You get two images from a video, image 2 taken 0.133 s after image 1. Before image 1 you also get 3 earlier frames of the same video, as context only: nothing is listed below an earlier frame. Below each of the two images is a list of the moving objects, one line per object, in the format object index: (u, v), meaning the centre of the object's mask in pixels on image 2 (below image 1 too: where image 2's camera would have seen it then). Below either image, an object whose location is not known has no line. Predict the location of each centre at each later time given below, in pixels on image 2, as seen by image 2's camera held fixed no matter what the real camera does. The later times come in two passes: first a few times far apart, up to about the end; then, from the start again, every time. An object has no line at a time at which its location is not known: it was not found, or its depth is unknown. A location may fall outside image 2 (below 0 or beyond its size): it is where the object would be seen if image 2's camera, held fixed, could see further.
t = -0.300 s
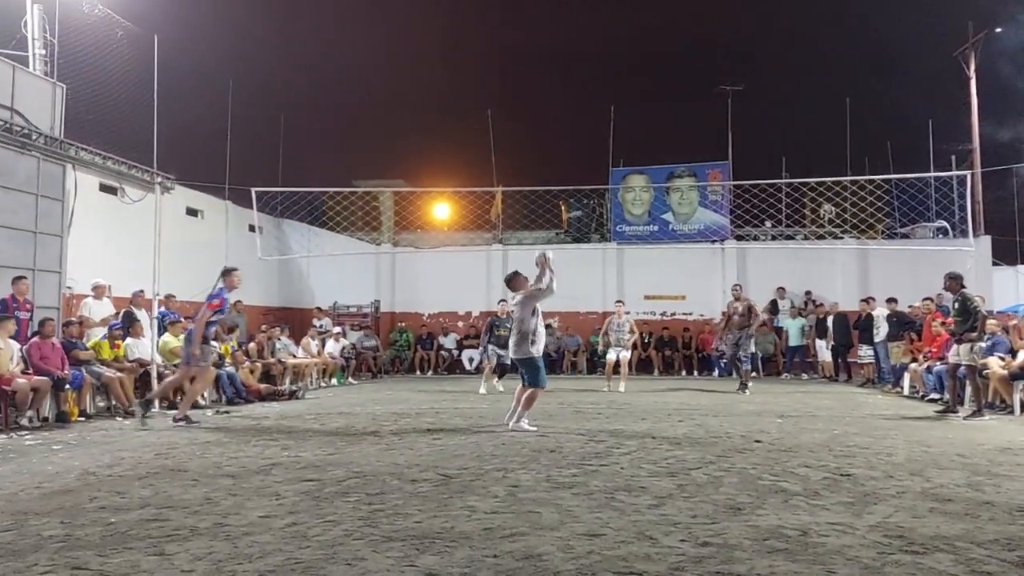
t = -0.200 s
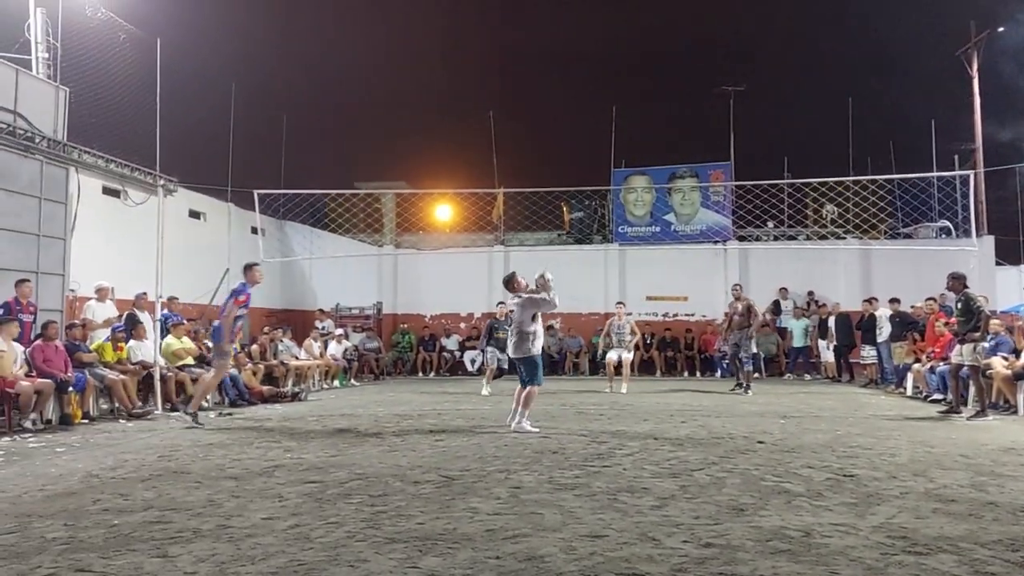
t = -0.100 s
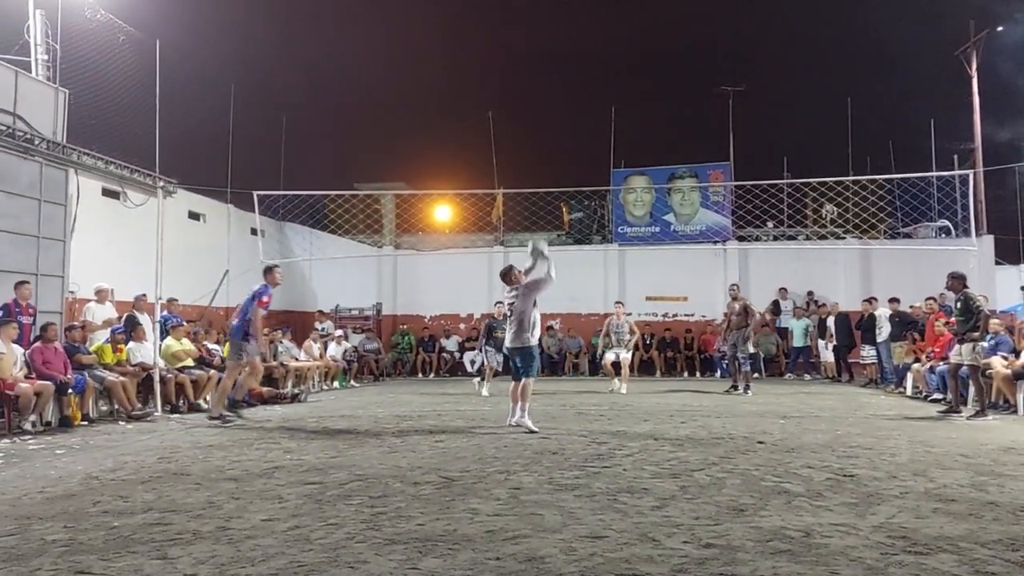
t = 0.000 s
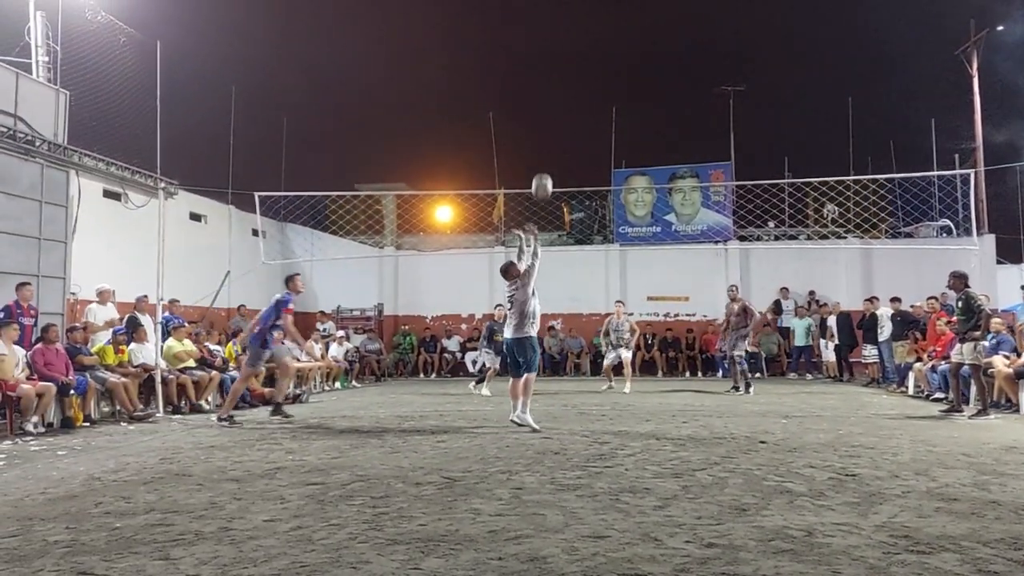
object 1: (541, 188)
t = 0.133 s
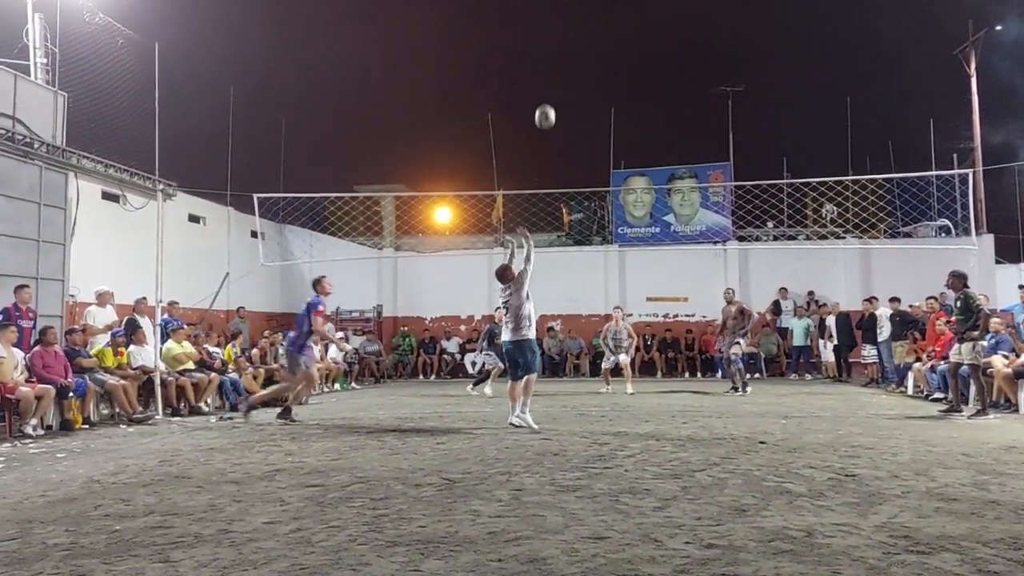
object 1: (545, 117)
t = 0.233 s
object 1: (550, 76)
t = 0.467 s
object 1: (556, 16)
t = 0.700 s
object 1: (564, 6)
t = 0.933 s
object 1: (570, 33)
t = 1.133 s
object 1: (577, 91)
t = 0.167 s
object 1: (546, 102)
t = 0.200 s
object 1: (547, 88)
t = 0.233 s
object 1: (550, 76)
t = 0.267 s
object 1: (550, 64)
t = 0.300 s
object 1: (551, 54)
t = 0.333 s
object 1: (552, 44)
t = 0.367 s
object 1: (553, 36)
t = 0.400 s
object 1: (554, 28)
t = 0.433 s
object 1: (555, 22)
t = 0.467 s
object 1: (556, 16)
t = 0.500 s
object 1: (559, 14)
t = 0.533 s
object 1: (557, 8)
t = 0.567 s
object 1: (559, 7)
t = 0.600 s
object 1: (560, 6)
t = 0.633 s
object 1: (561, 6)
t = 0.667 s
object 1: (563, 6)
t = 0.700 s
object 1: (564, 6)
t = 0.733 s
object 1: (565, 7)
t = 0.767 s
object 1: (565, 8)
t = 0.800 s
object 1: (567, 11)
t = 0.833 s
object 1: (568, 15)
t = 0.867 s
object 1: (569, 20)
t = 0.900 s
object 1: (571, 27)
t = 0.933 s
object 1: (570, 33)
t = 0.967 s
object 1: (571, 41)
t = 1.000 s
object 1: (572, 49)
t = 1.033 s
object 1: (573, 58)
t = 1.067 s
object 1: (575, 69)
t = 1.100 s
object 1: (576, 80)
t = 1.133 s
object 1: (577, 91)
